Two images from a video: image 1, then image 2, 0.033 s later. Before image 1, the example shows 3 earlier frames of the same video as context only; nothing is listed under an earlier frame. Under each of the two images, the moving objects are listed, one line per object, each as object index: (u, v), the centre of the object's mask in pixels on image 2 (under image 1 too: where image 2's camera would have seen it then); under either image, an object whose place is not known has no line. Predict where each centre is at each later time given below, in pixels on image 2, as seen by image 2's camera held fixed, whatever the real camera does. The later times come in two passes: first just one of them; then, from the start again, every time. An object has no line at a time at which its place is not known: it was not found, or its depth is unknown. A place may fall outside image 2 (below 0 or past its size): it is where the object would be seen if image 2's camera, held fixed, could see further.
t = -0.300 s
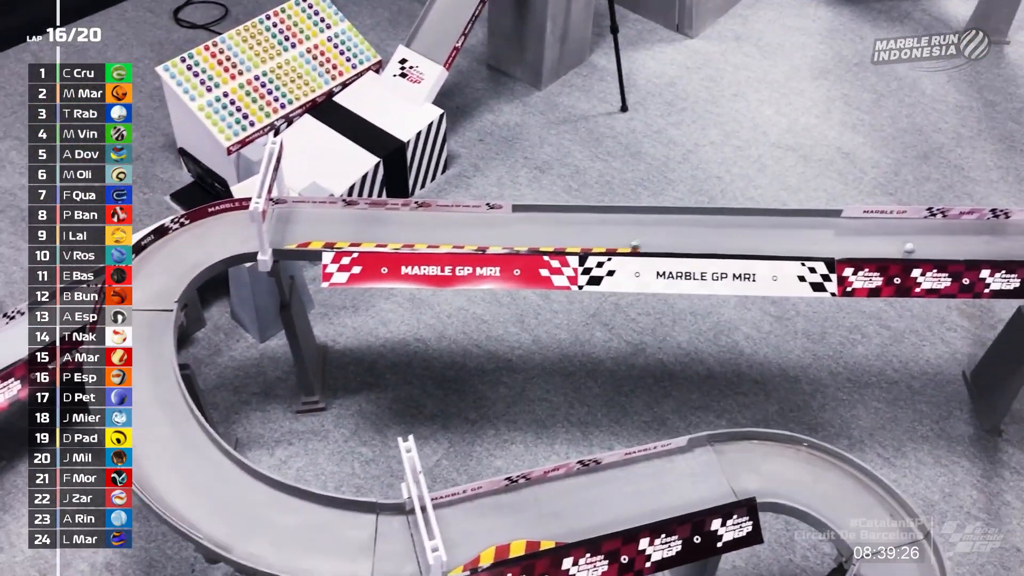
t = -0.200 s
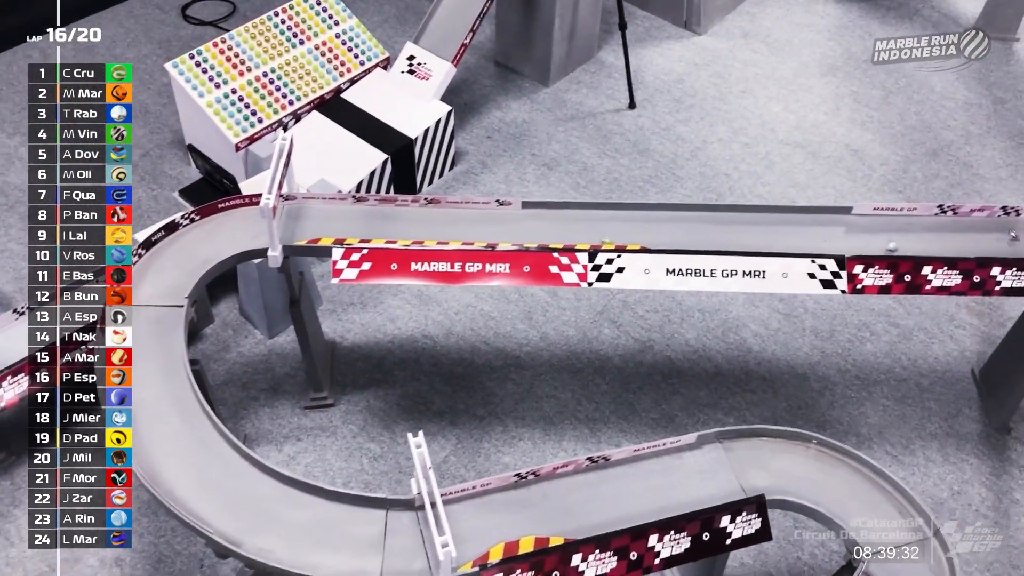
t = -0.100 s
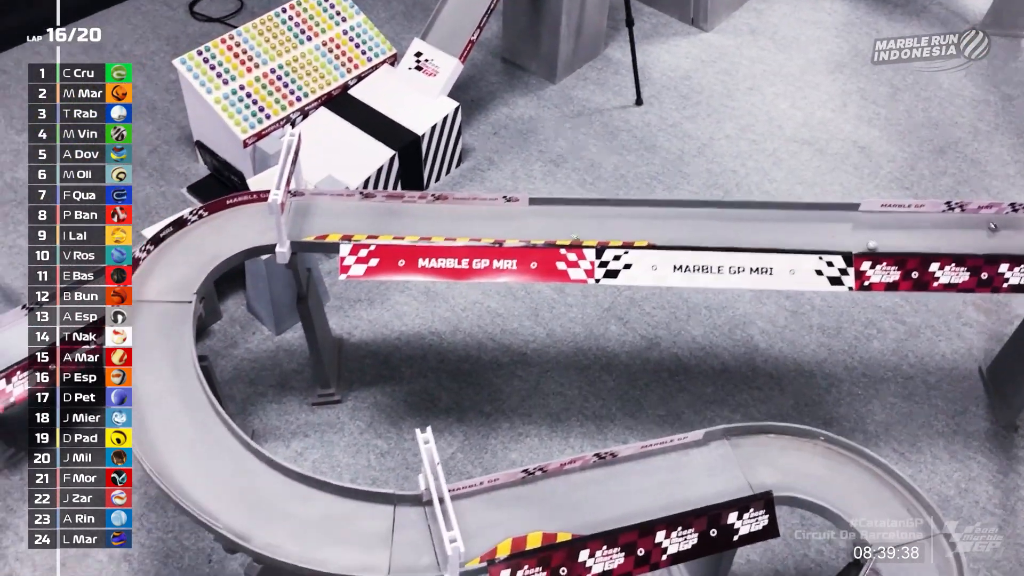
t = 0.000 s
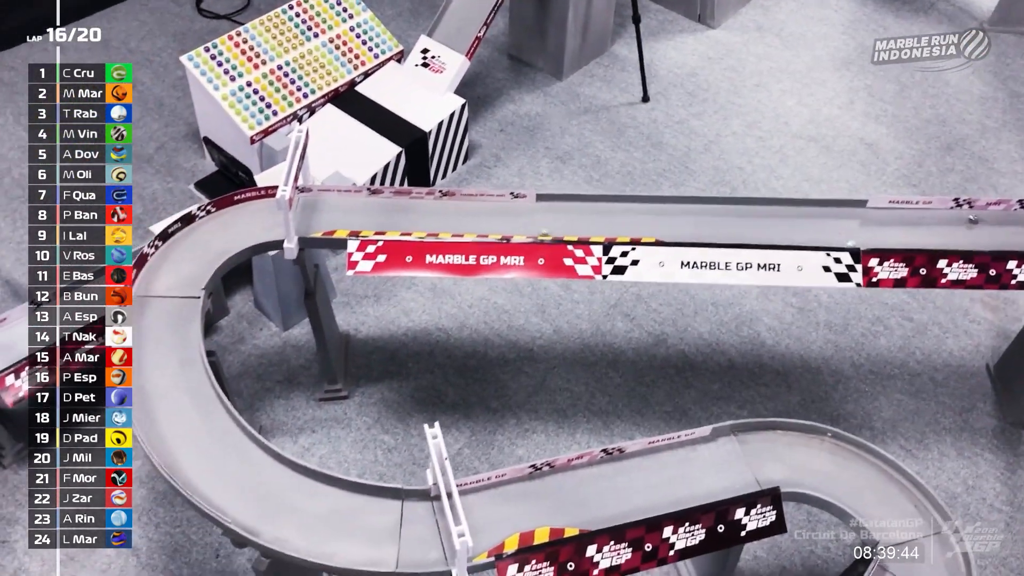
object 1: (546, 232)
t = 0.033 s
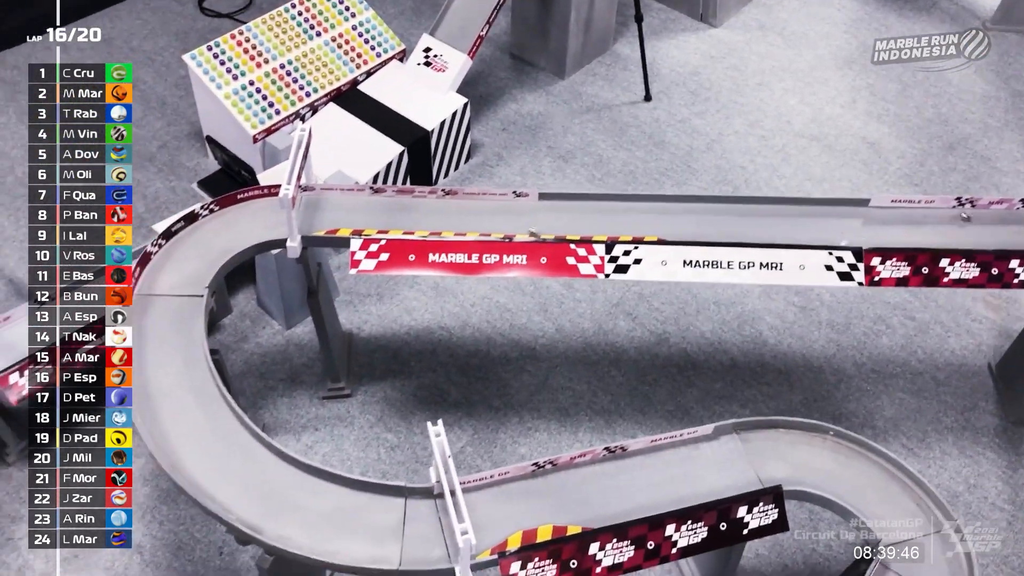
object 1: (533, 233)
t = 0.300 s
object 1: (428, 227)
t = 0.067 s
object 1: (520, 231)
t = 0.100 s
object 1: (506, 231)
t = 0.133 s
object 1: (494, 230)
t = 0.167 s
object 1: (481, 230)
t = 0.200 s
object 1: (468, 229)
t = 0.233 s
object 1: (456, 228)
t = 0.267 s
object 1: (442, 228)
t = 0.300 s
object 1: (428, 227)
